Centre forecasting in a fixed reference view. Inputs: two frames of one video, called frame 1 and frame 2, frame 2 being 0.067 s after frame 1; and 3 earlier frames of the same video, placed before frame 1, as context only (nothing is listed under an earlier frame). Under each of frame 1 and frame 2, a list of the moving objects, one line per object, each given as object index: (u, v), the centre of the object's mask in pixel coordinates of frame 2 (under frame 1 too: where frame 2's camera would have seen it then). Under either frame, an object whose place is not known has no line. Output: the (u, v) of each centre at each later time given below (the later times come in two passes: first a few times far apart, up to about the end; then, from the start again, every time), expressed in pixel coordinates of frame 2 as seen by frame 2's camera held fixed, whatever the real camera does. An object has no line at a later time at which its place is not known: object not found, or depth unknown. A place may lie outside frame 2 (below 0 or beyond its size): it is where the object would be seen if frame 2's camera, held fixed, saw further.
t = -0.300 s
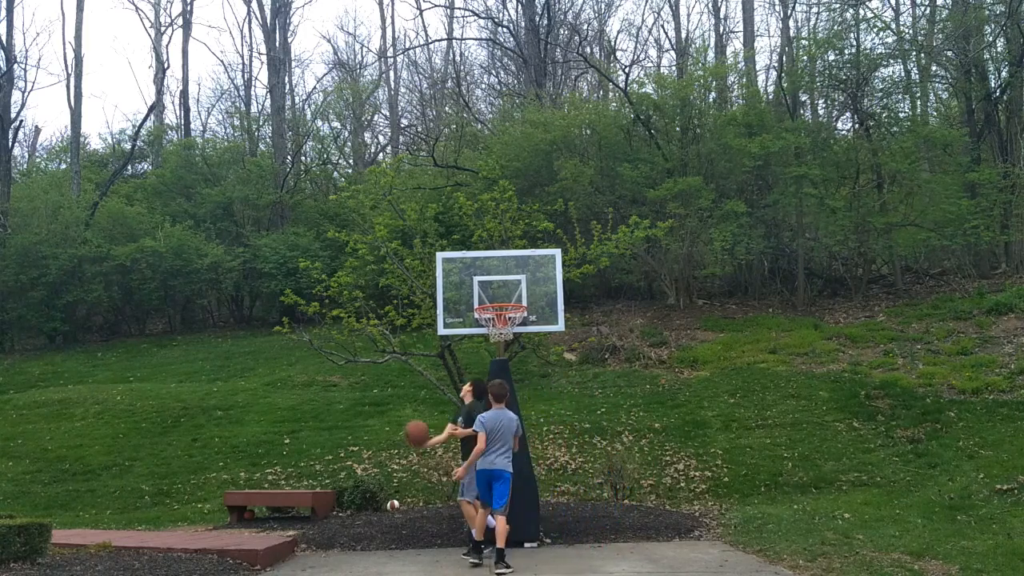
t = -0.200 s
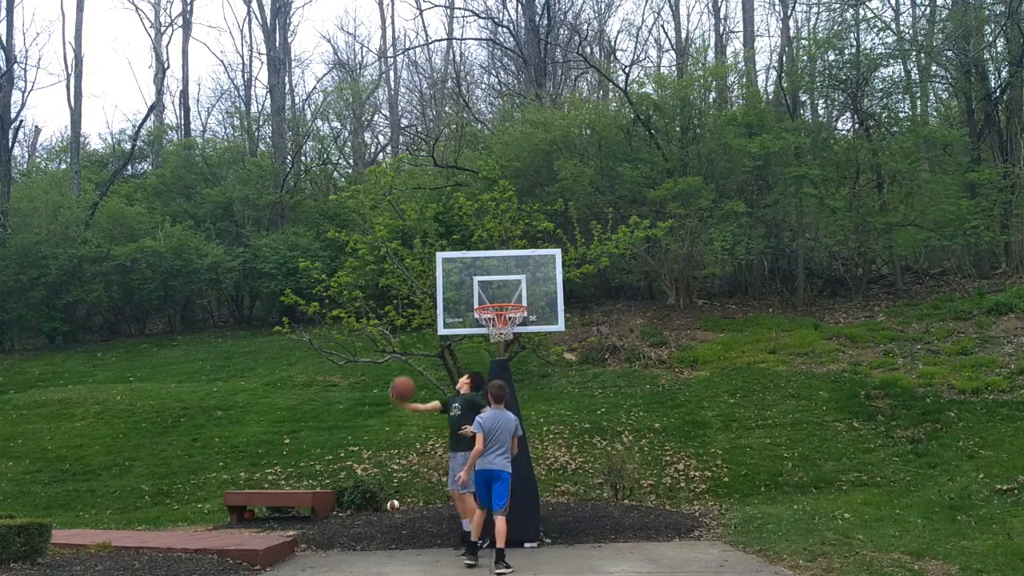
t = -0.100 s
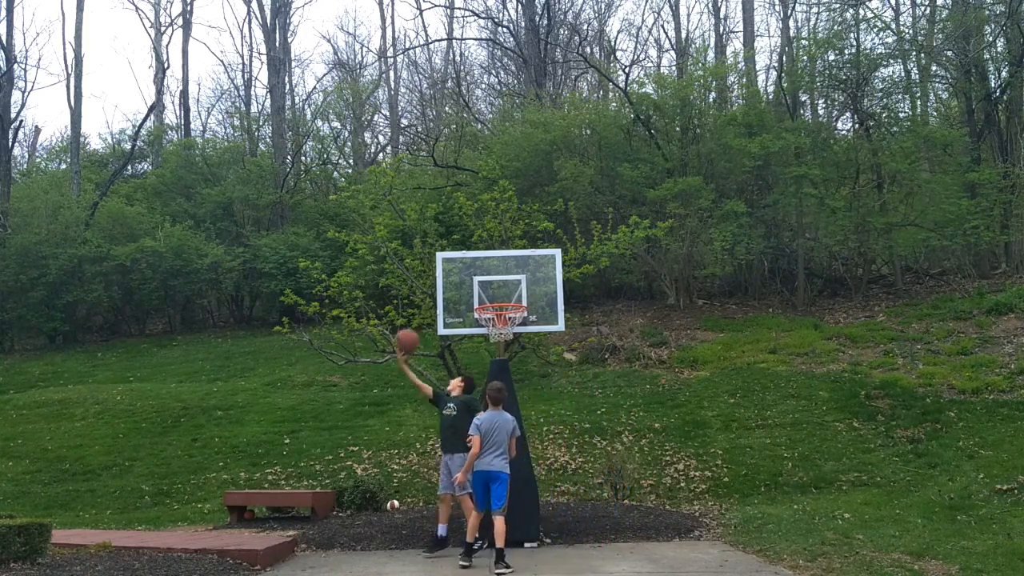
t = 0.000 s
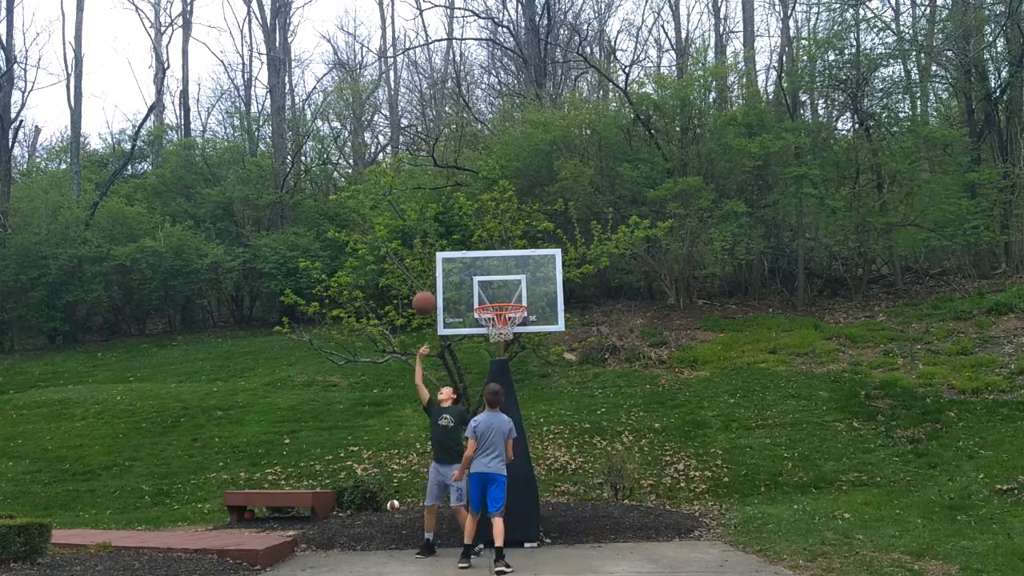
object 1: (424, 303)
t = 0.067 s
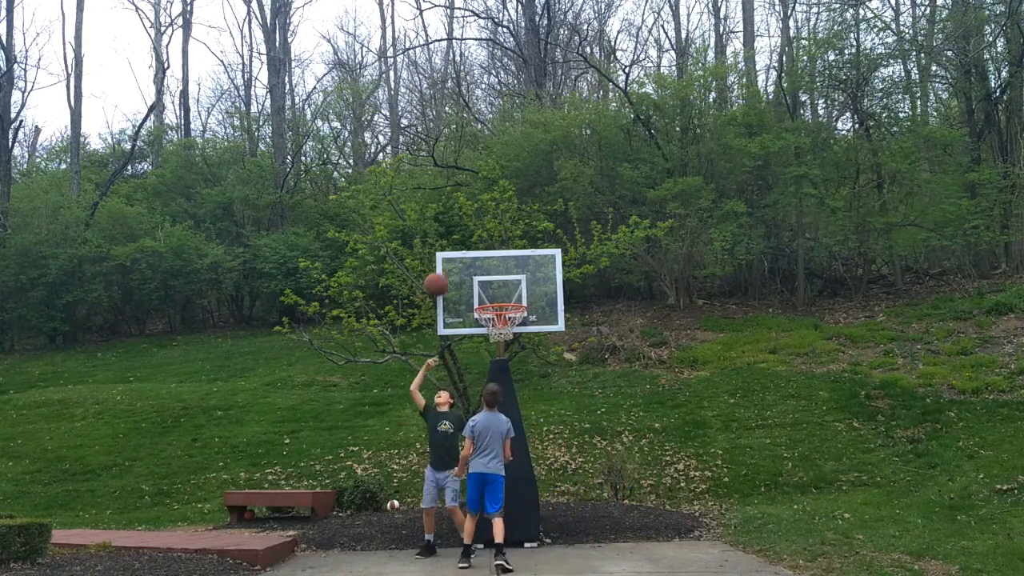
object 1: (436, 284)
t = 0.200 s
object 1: (459, 261)
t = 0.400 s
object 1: (484, 263)
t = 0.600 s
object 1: (509, 297)
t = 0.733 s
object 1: (499, 293)
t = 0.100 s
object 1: (442, 276)
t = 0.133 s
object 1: (448, 270)
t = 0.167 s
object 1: (453, 265)
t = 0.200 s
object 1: (459, 261)
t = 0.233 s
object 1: (462, 259)
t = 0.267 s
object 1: (467, 258)
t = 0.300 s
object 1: (472, 257)
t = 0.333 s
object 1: (474, 258)
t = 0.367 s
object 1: (479, 259)
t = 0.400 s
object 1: (484, 263)
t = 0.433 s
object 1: (489, 266)
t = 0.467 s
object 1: (493, 271)
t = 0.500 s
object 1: (497, 278)
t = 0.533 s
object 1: (501, 286)
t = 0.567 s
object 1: (506, 294)
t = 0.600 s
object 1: (509, 297)
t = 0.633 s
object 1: (506, 296)
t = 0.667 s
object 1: (504, 294)
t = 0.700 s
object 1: (501, 293)
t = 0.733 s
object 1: (499, 293)
